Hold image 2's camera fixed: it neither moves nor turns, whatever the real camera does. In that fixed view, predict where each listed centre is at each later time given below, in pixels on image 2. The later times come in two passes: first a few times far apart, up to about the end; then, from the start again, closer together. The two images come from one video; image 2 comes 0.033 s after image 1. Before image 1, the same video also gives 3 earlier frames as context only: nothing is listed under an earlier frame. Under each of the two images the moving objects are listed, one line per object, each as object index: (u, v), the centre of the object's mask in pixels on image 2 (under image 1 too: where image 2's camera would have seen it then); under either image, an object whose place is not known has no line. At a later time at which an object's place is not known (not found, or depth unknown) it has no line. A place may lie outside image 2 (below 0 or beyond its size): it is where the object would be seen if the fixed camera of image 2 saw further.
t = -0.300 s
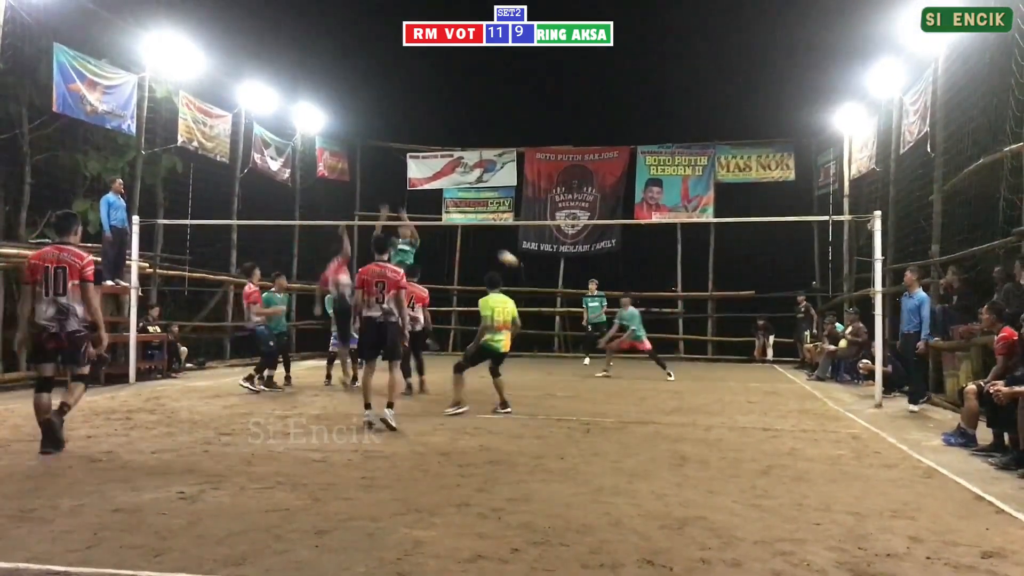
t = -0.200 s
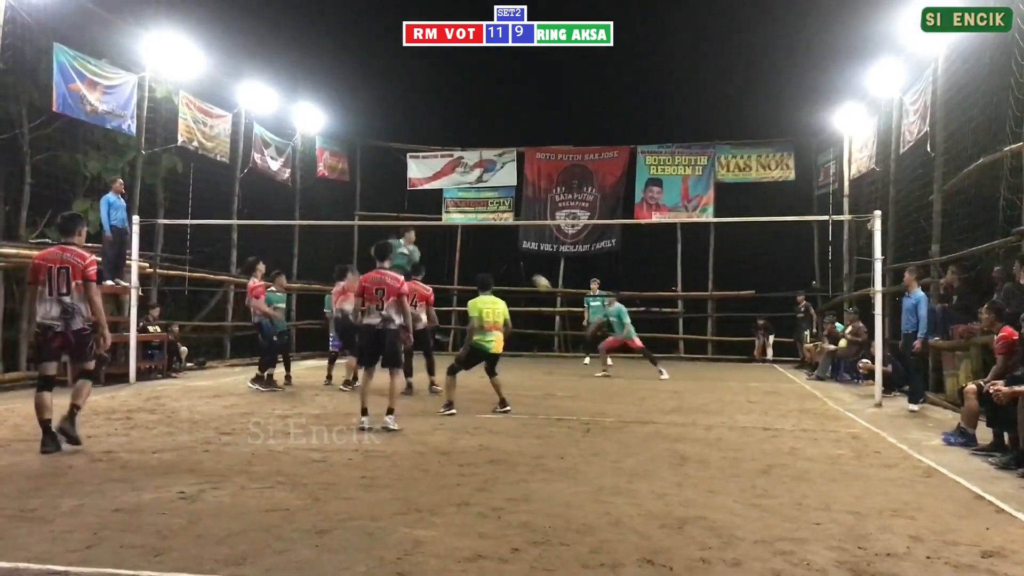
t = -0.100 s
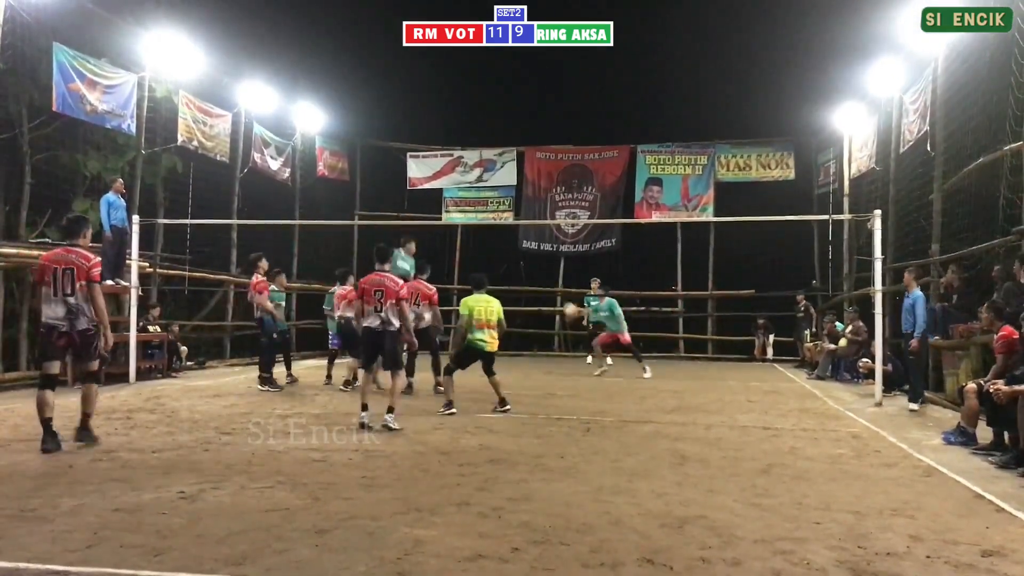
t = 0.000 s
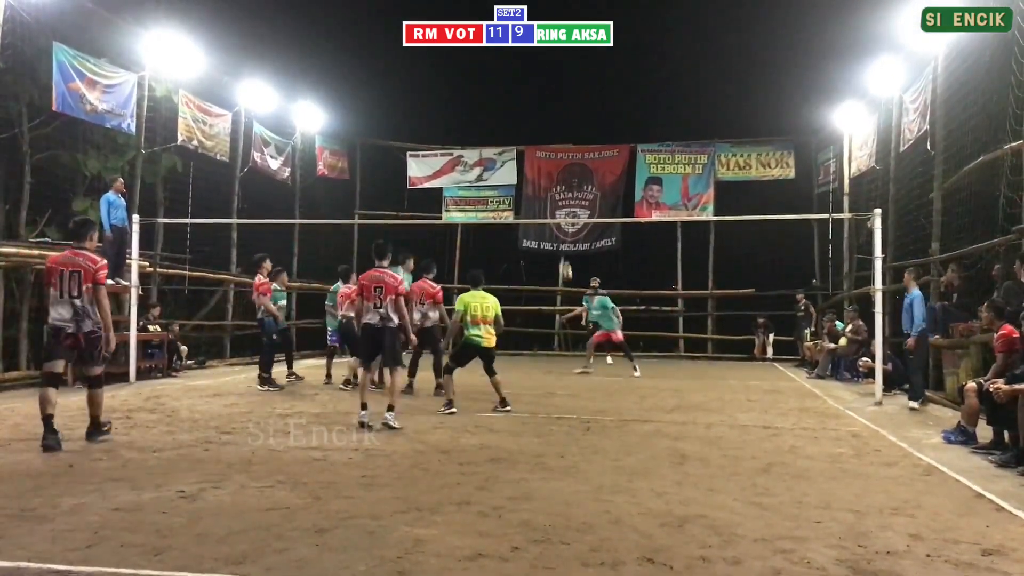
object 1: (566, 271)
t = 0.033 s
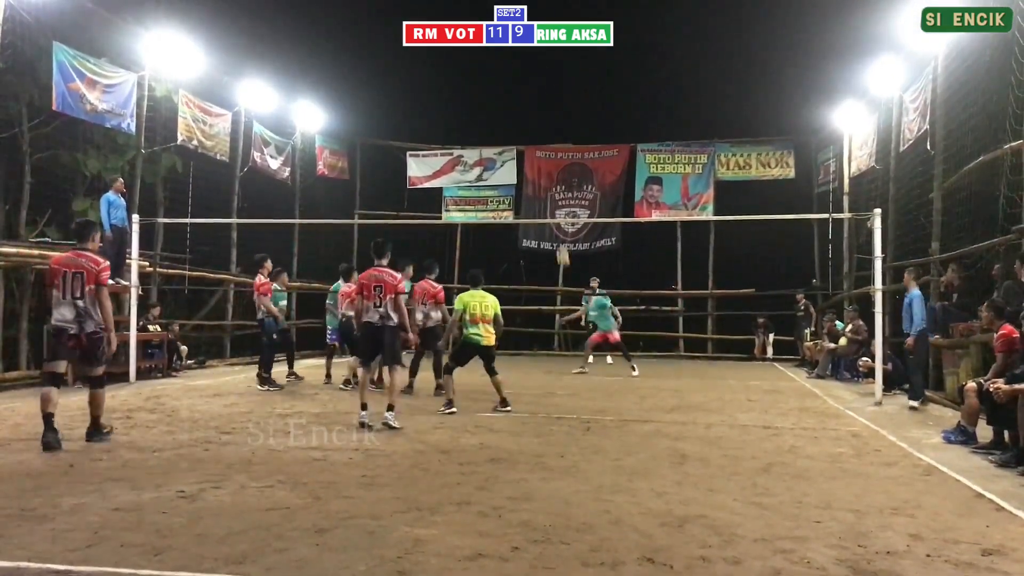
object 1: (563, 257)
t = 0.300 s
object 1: (543, 167)
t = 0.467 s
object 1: (532, 127)
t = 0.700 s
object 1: (514, 95)
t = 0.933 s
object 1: (495, 95)
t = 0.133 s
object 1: (557, 220)
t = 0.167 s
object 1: (553, 209)
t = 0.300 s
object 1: (543, 167)
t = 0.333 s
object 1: (542, 157)
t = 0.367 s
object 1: (539, 149)
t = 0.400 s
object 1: (537, 141)
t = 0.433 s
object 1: (534, 134)
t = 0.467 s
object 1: (532, 127)
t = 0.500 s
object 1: (529, 120)
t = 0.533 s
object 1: (527, 115)
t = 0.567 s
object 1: (524, 110)
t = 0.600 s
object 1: (522, 105)
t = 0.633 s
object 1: (519, 101)
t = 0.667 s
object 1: (517, 97)
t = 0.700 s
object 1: (514, 95)
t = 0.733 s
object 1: (511, 92)
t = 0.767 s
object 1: (509, 91)
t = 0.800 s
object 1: (506, 91)
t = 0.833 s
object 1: (503, 91)
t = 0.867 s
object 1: (501, 92)
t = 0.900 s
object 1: (498, 93)
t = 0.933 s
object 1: (495, 95)
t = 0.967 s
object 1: (492, 98)
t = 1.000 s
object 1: (489, 103)
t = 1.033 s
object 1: (486, 108)
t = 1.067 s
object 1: (483, 113)
